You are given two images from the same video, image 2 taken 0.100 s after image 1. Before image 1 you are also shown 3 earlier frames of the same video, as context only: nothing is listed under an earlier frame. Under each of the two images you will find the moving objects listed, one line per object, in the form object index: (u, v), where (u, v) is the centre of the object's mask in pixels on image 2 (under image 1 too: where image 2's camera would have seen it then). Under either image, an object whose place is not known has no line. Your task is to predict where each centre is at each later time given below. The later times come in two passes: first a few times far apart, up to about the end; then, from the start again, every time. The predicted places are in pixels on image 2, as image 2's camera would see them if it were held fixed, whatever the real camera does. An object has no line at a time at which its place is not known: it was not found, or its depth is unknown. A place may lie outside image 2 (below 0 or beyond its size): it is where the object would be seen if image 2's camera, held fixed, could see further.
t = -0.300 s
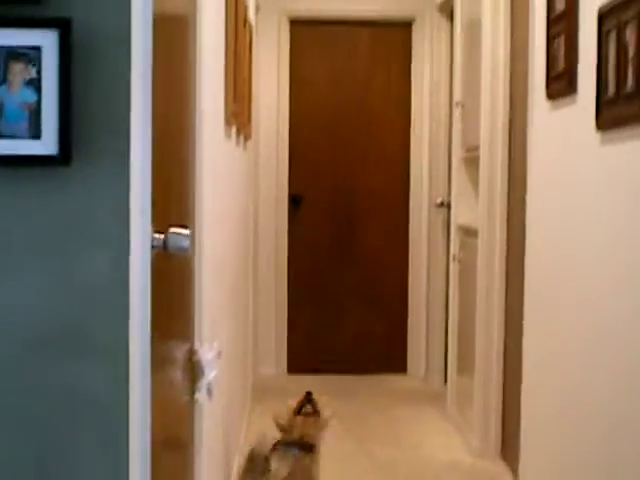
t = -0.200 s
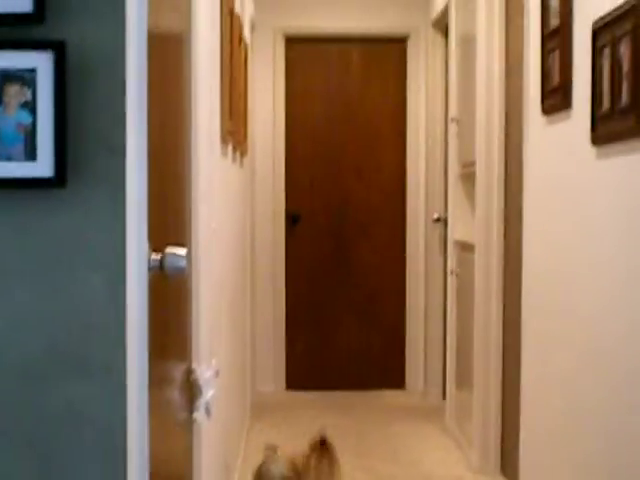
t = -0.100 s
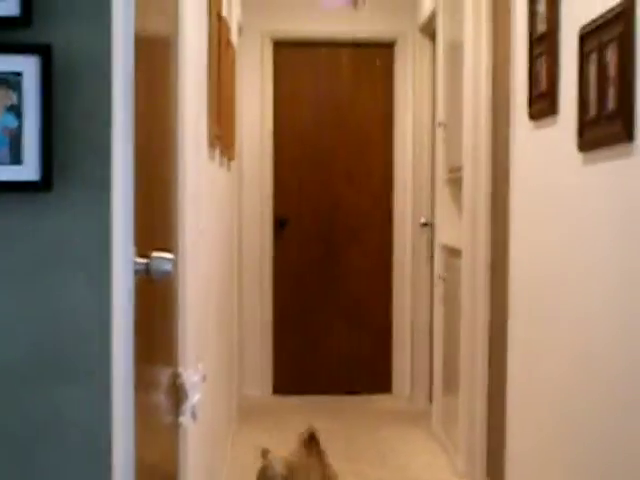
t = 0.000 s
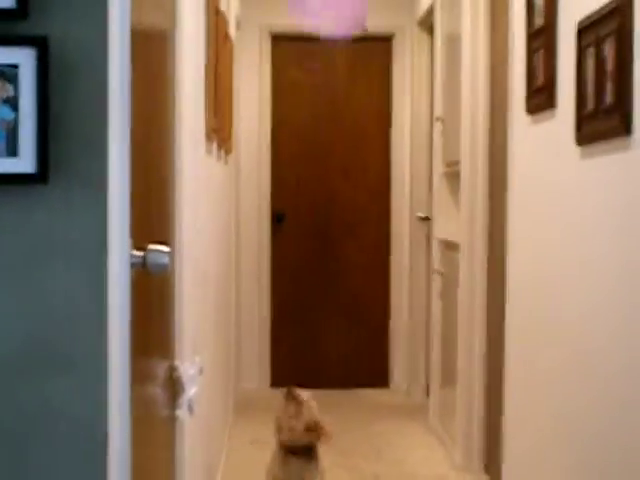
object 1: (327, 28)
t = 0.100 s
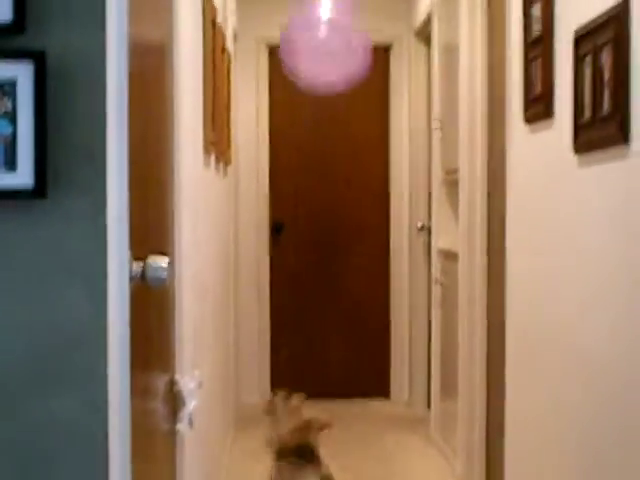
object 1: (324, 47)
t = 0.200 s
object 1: (326, 87)
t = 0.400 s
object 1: (335, 167)
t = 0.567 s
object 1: (350, 227)
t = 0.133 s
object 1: (326, 58)
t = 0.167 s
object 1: (326, 73)
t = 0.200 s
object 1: (326, 87)
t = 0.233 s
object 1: (327, 100)
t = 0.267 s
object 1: (328, 114)
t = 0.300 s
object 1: (330, 128)
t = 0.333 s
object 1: (331, 141)
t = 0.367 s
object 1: (333, 154)
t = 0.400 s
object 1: (335, 167)
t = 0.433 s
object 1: (337, 180)
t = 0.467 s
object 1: (340, 192)
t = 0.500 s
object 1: (343, 204)
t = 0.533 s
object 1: (346, 216)
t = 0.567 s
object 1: (350, 227)
